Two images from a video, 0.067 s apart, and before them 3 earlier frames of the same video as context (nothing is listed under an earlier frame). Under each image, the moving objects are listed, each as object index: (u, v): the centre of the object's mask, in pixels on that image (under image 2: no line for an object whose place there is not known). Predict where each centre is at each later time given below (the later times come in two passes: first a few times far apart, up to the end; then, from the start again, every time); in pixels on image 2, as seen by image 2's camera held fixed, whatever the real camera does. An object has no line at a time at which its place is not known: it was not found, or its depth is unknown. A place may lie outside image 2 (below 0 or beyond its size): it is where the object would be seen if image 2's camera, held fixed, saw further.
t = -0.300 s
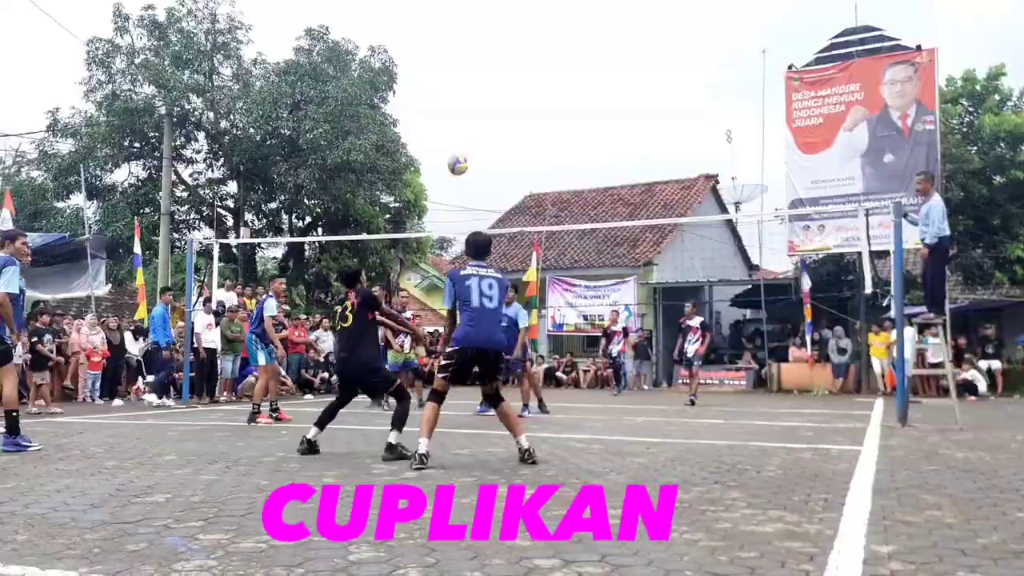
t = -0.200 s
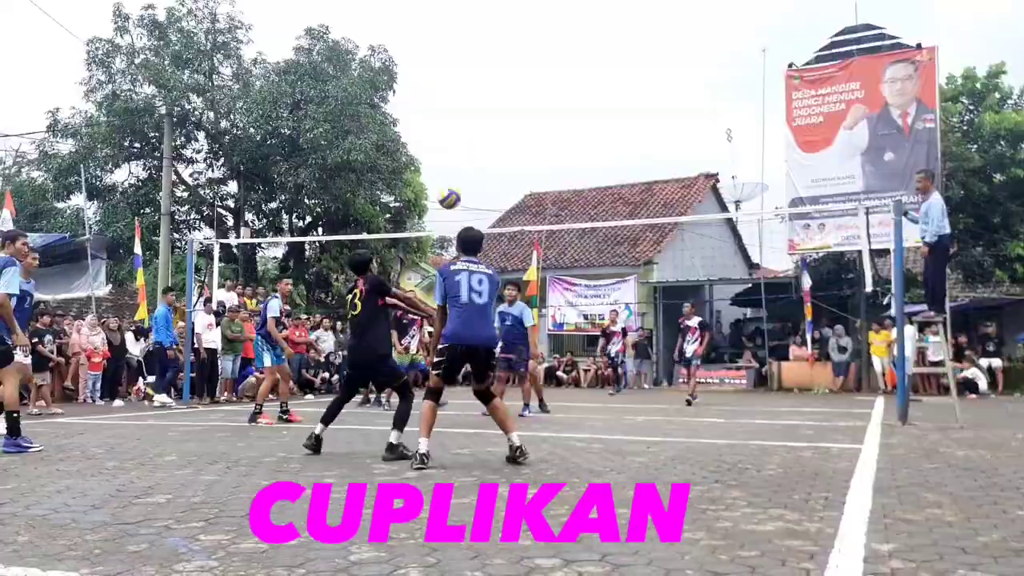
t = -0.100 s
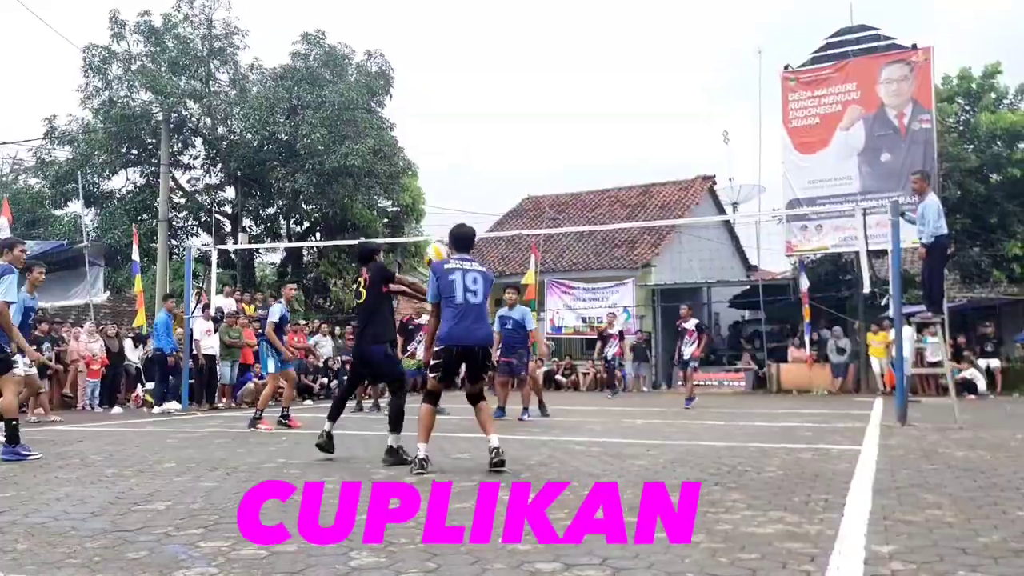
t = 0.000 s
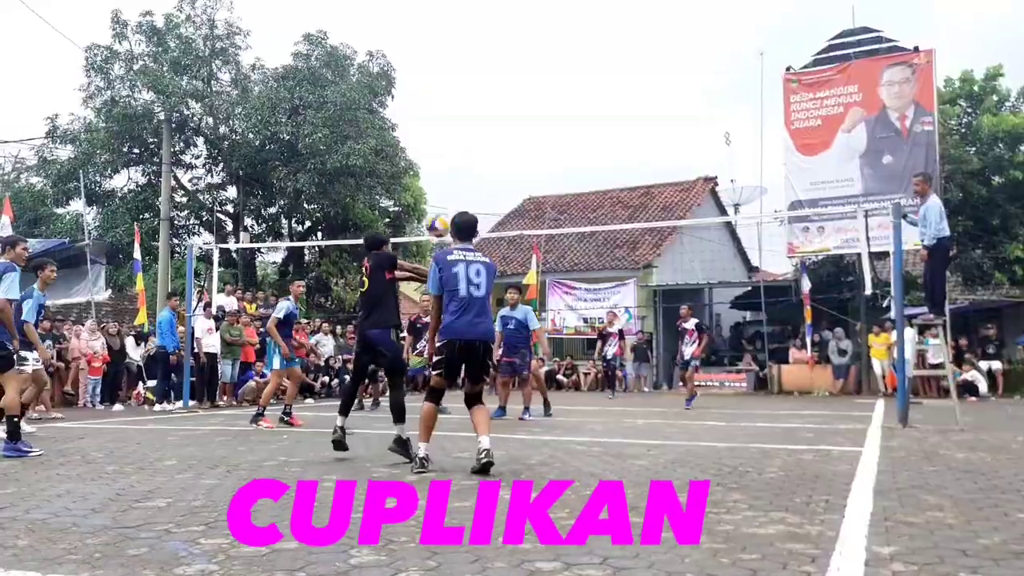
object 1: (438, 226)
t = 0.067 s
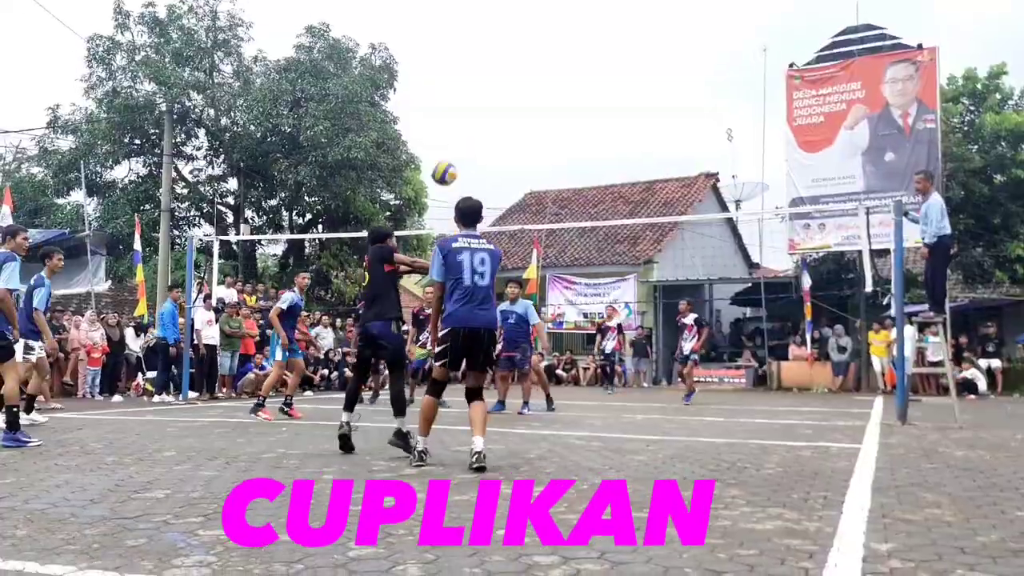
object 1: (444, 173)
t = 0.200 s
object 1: (452, 104)
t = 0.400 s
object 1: (463, 48)
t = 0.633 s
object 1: (475, 40)
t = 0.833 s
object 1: (483, 73)
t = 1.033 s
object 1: (491, 136)
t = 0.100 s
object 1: (447, 154)
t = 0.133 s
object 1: (448, 136)
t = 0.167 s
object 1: (450, 119)
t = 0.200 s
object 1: (452, 104)
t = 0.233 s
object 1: (454, 91)
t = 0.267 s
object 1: (456, 80)
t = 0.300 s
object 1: (458, 70)
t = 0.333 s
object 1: (460, 61)
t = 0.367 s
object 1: (461, 54)
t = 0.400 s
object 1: (463, 48)
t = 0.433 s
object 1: (465, 45)
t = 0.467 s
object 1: (467, 41)
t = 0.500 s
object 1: (468, 39)
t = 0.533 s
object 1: (470, 38)
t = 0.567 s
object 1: (472, 38)
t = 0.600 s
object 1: (473, 38)
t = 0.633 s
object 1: (475, 40)
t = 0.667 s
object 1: (476, 44)
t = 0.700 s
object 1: (478, 48)
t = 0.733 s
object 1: (479, 53)
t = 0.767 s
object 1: (481, 59)
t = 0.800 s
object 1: (482, 66)
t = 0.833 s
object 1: (483, 73)
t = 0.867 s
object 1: (484, 82)
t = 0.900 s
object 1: (486, 91)
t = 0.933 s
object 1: (487, 101)
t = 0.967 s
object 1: (488, 112)
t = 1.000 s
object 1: (489, 124)
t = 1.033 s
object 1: (491, 136)
